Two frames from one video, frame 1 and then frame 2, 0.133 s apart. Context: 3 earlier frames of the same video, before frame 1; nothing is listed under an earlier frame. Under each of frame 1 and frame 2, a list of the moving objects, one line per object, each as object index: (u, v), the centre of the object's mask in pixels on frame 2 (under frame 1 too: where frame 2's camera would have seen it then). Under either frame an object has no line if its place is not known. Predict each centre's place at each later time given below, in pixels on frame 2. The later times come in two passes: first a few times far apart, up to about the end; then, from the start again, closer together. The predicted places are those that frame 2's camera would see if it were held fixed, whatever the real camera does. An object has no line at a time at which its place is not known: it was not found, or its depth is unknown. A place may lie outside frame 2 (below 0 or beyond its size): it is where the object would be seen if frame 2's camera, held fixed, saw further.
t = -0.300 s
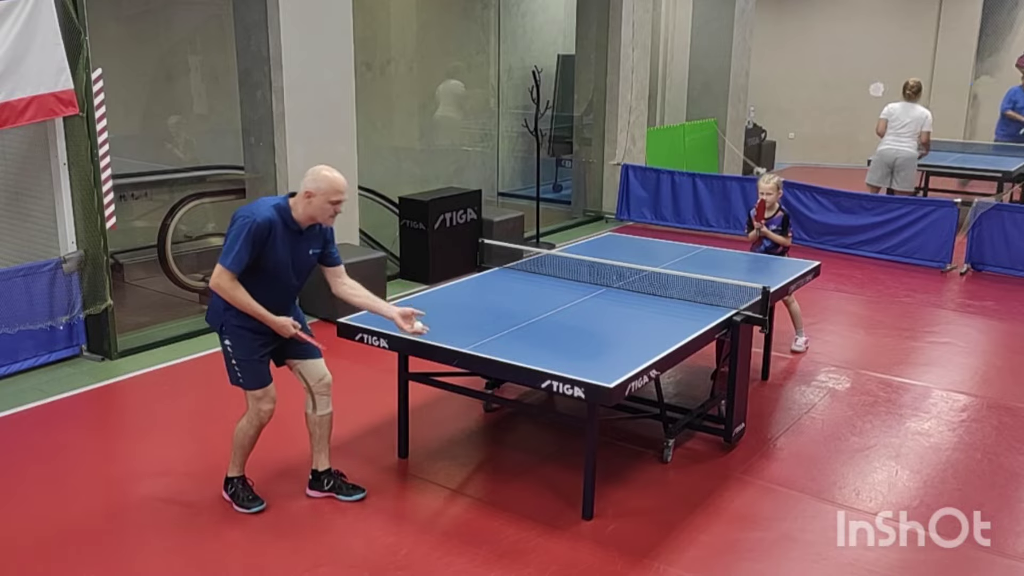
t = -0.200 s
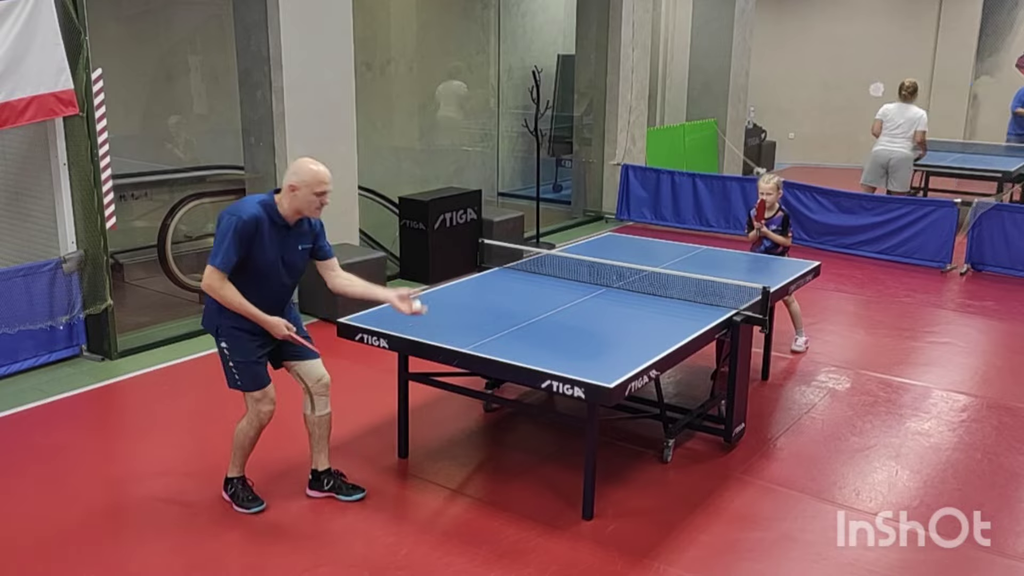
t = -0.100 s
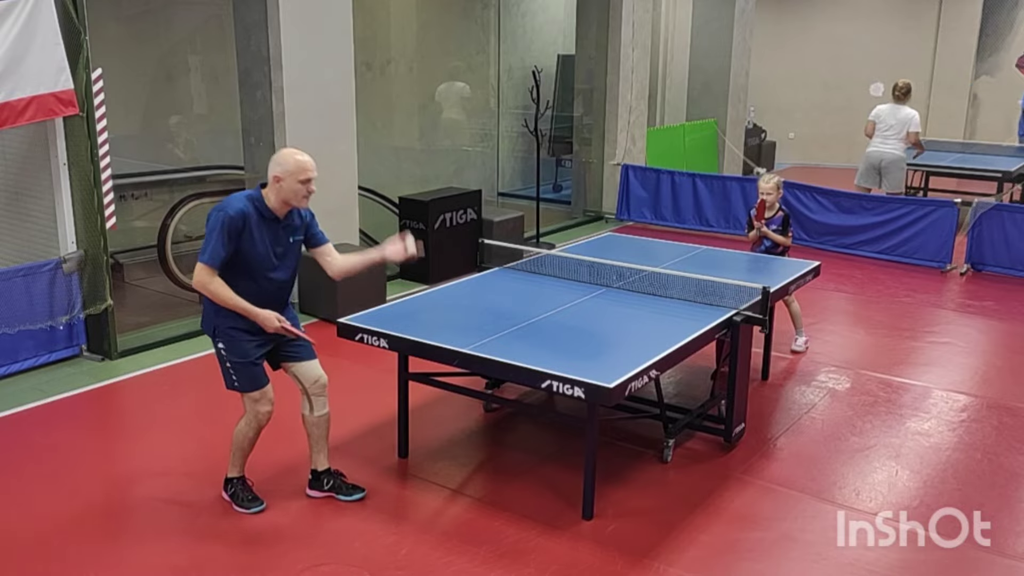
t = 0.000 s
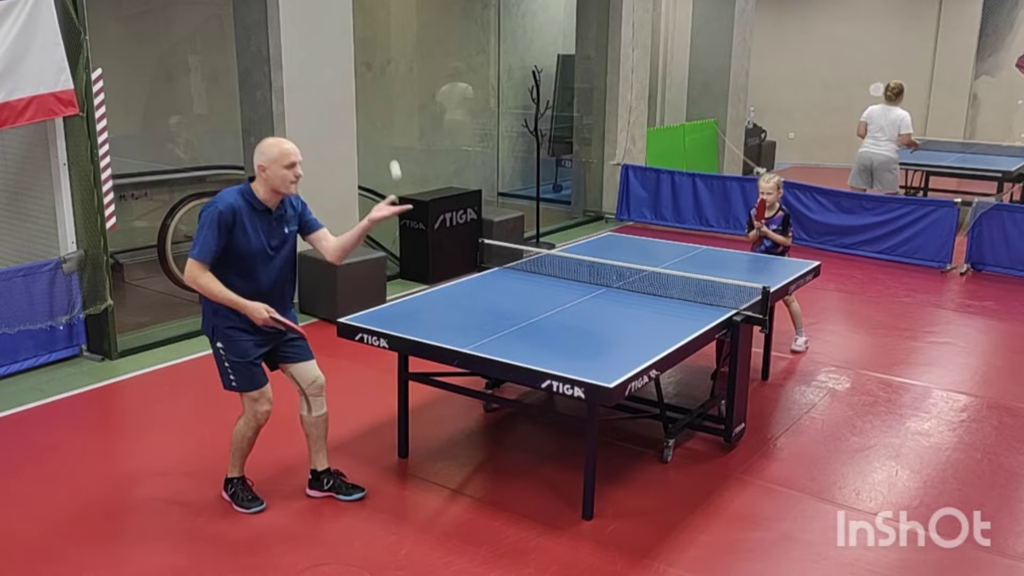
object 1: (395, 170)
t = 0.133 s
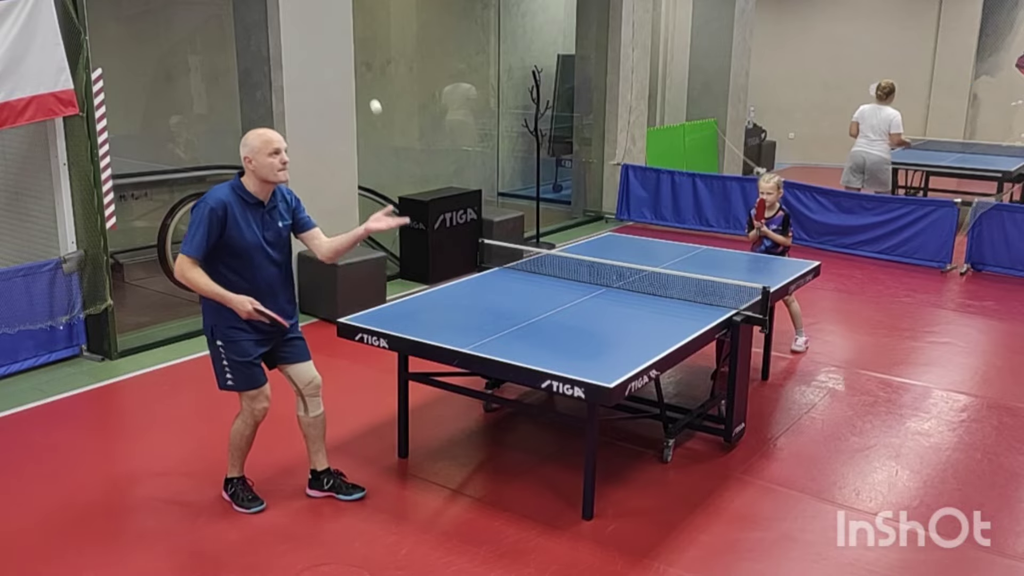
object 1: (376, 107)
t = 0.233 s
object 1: (362, 88)
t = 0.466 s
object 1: (333, 138)
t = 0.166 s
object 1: (371, 97)
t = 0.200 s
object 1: (366, 91)
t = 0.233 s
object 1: (362, 88)
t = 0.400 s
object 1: (341, 111)
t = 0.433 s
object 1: (337, 123)
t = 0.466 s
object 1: (333, 138)
